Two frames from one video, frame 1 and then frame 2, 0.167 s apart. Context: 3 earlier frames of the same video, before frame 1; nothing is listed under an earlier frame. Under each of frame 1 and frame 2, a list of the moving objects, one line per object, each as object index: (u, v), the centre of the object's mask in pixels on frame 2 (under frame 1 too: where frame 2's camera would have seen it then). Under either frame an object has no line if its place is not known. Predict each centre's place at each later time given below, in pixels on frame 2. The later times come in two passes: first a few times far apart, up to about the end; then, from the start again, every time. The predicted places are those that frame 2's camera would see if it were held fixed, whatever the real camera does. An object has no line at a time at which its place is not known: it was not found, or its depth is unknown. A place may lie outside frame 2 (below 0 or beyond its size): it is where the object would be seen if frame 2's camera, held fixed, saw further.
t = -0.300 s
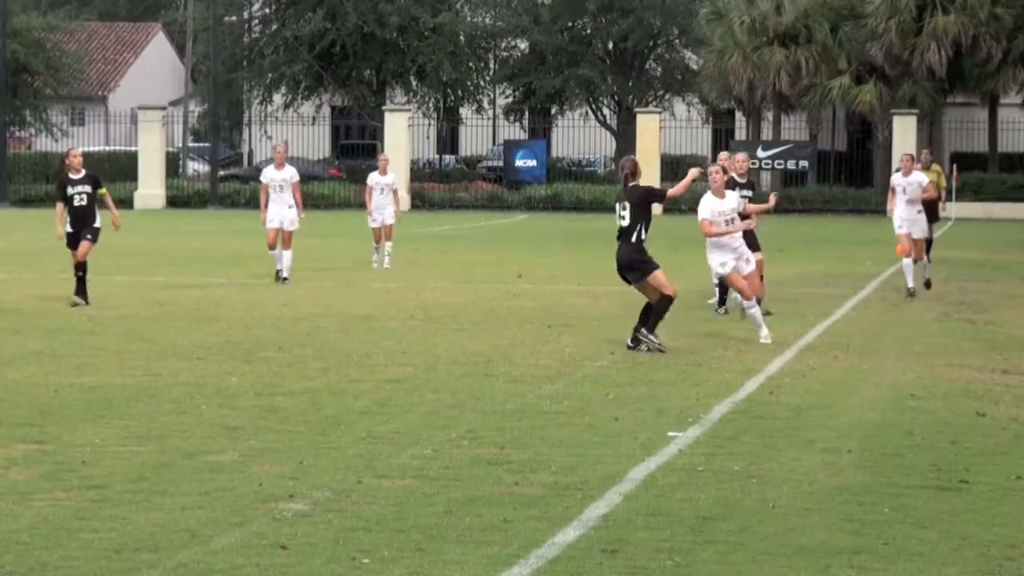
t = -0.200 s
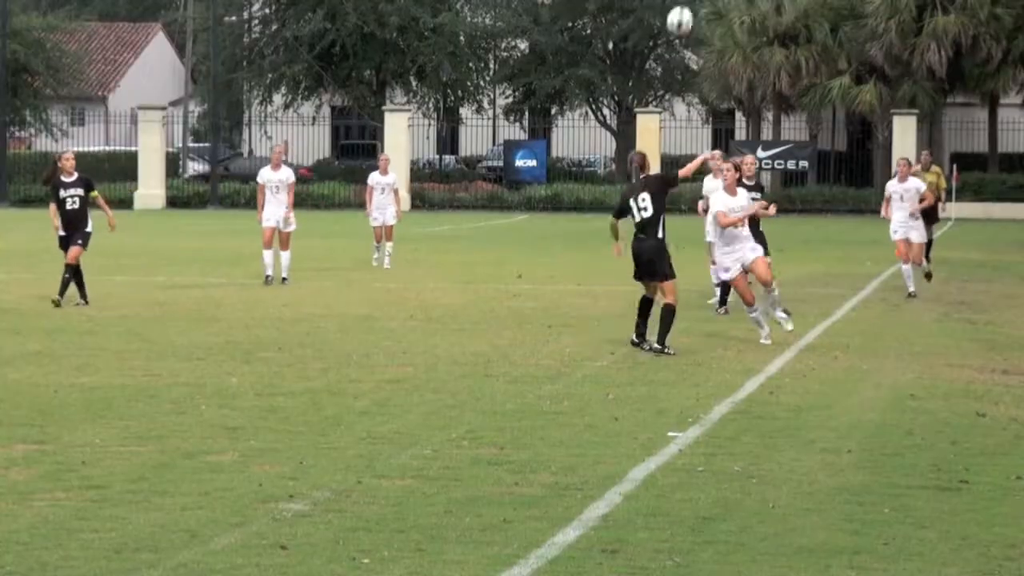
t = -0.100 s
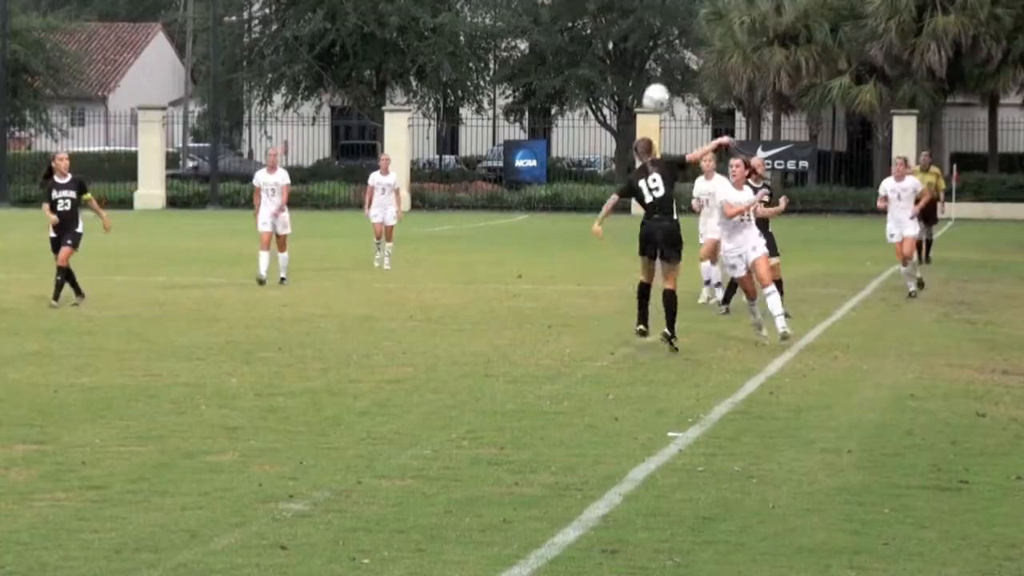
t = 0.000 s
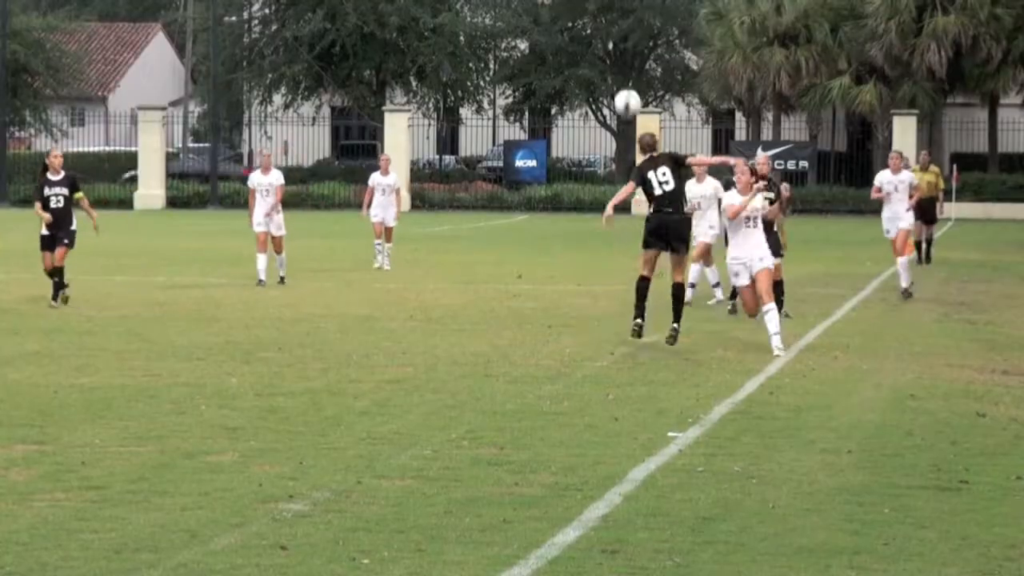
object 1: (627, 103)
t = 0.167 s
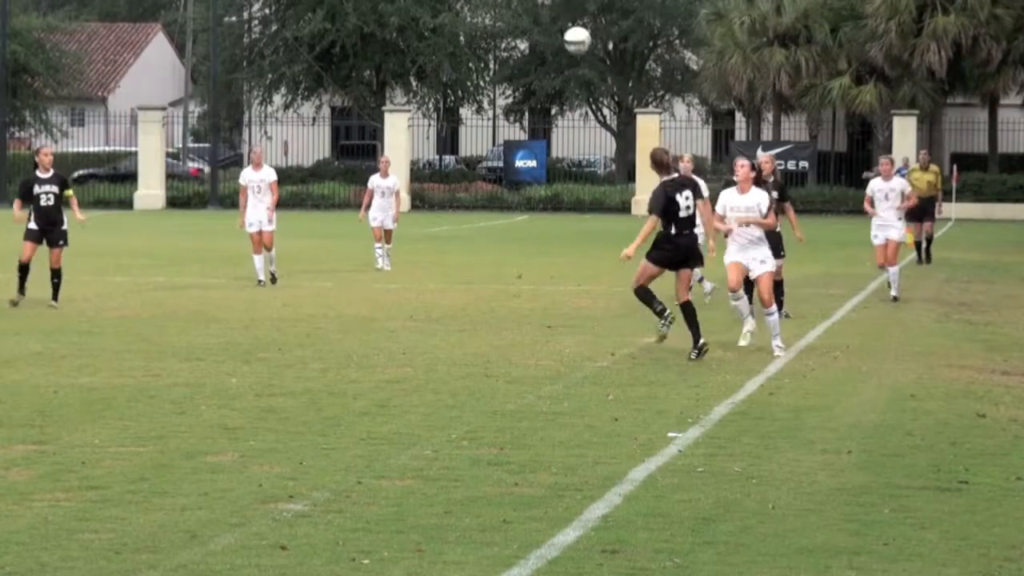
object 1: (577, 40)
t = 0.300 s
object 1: (537, 17)
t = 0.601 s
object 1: (454, 39)
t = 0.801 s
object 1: (401, 110)
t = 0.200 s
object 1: (567, 32)
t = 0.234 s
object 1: (557, 25)
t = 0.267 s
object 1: (547, 20)
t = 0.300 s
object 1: (537, 17)
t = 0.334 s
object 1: (528, 13)
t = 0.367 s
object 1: (519, 12)
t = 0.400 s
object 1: (508, 13)
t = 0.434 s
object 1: (499, 14)
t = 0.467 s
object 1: (490, 16)
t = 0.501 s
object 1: (481, 21)
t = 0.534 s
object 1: (471, 27)
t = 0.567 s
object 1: (462, 33)
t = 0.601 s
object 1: (454, 39)
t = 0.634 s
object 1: (444, 50)
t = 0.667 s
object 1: (435, 60)
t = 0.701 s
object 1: (427, 70)
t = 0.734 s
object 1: (418, 82)
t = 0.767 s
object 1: (409, 95)
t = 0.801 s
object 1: (401, 110)
